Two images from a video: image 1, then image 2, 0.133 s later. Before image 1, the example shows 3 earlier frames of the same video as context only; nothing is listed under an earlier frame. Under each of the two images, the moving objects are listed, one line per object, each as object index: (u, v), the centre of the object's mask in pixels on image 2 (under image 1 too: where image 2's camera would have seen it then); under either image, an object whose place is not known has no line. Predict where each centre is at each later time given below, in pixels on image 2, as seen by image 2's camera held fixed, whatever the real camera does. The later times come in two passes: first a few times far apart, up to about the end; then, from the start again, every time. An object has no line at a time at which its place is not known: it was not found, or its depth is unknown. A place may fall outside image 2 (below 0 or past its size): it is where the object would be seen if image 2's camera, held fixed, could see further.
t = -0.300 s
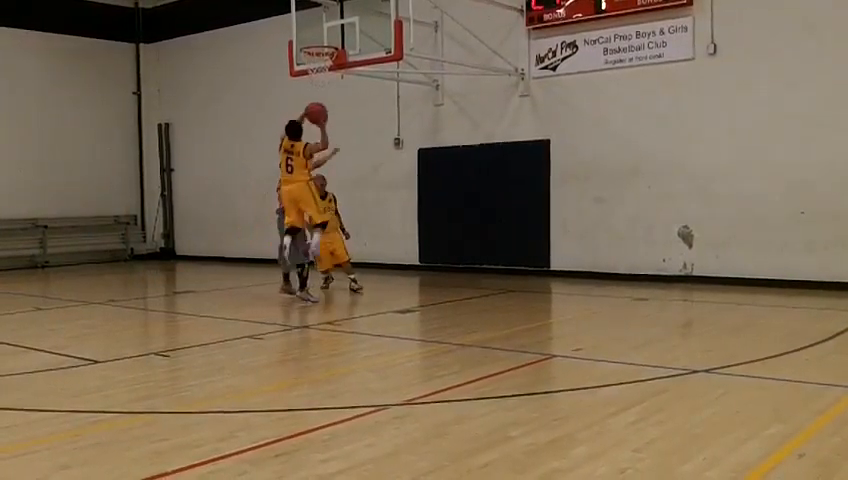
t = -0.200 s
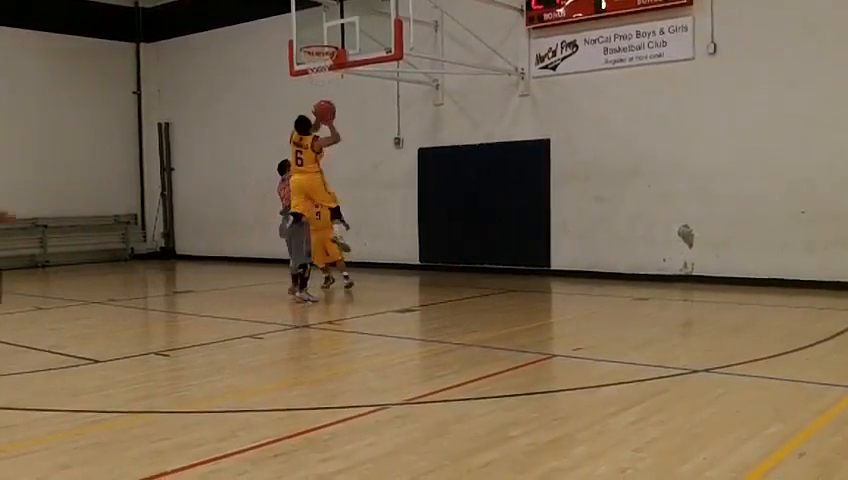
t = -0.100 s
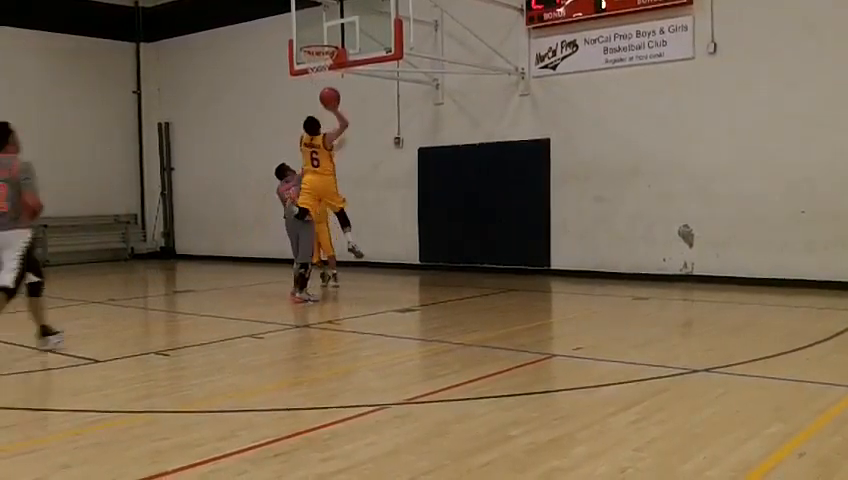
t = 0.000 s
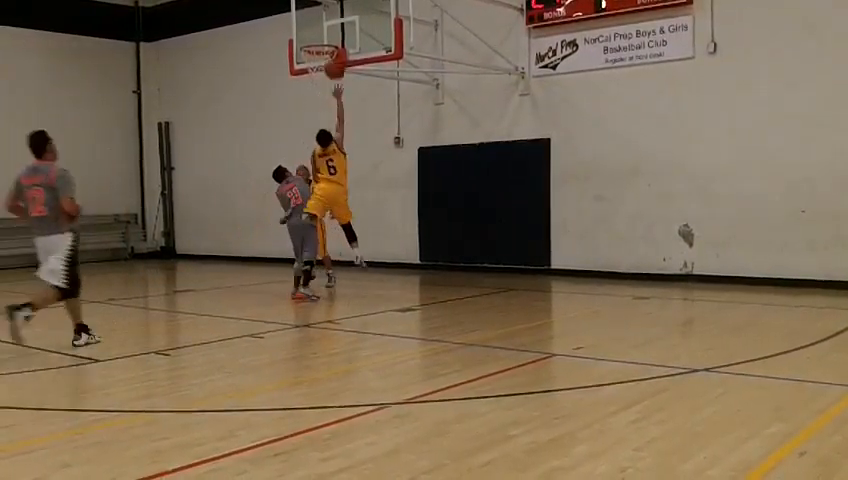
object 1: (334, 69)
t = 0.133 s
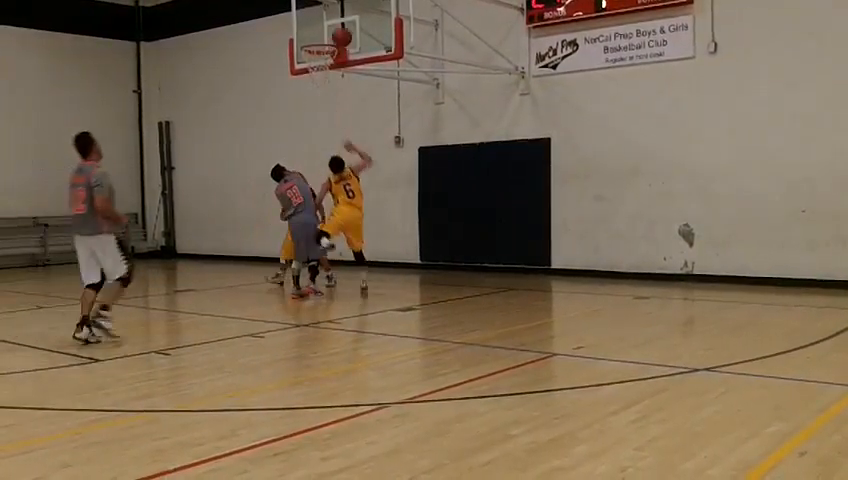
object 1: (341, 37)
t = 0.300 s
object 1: (349, 20)
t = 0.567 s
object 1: (315, 34)
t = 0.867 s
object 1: (308, 36)
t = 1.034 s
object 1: (314, 38)
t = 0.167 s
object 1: (343, 31)
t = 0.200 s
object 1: (345, 27)
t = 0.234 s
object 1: (346, 24)
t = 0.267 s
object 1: (348, 21)
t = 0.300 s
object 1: (349, 20)
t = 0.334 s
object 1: (345, 20)
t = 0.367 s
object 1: (340, 21)
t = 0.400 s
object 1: (335, 23)
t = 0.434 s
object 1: (331, 25)
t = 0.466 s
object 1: (325, 29)
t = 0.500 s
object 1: (321, 33)
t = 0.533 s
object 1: (317, 35)
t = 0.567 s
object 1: (315, 34)
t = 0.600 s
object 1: (314, 33)
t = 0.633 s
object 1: (312, 33)
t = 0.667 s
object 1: (310, 33)
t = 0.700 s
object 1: (309, 35)
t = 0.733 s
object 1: (307, 37)
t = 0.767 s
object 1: (307, 37)
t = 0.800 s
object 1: (307, 36)
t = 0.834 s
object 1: (307, 36)
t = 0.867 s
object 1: (308, 36)
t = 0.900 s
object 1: (309, 37)
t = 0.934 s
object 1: (309, 38)
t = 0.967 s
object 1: (310, 38)
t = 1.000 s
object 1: (312, 38)
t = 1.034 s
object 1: (314, 38)
